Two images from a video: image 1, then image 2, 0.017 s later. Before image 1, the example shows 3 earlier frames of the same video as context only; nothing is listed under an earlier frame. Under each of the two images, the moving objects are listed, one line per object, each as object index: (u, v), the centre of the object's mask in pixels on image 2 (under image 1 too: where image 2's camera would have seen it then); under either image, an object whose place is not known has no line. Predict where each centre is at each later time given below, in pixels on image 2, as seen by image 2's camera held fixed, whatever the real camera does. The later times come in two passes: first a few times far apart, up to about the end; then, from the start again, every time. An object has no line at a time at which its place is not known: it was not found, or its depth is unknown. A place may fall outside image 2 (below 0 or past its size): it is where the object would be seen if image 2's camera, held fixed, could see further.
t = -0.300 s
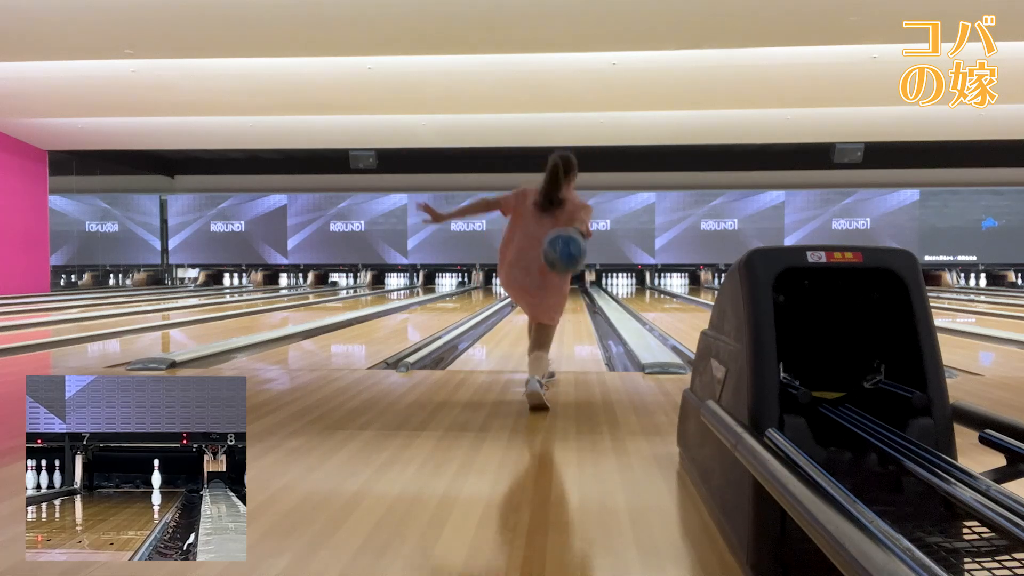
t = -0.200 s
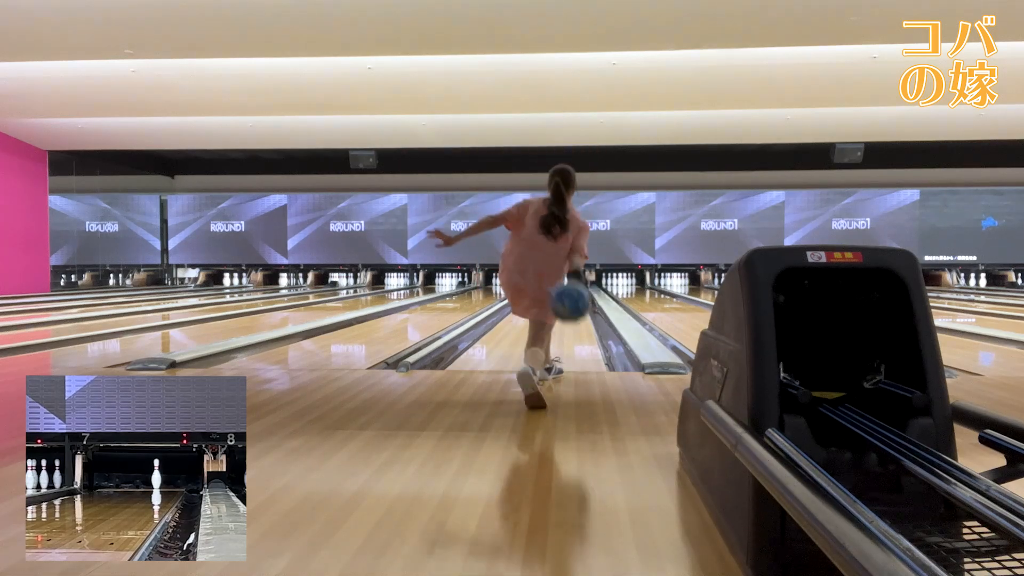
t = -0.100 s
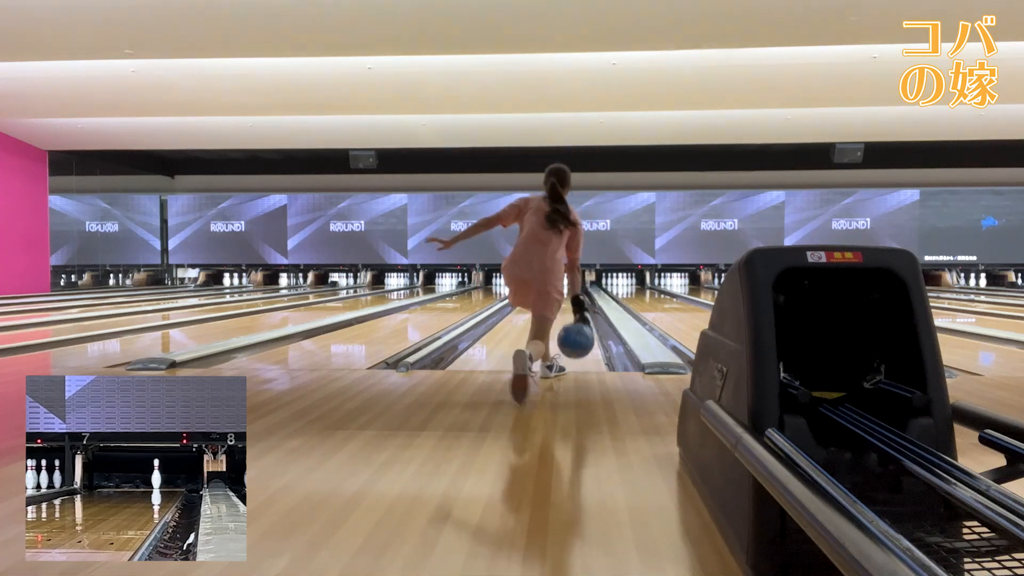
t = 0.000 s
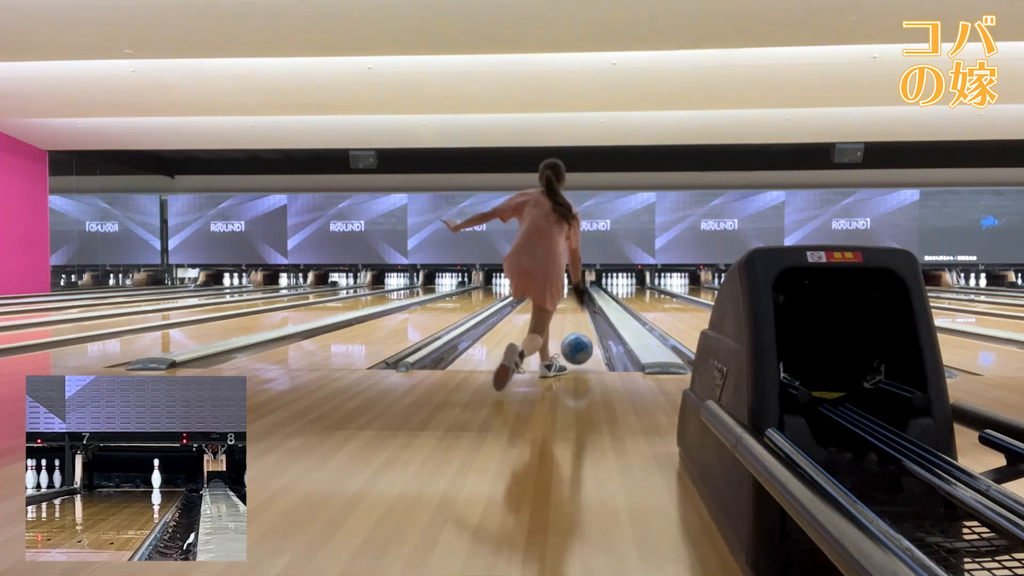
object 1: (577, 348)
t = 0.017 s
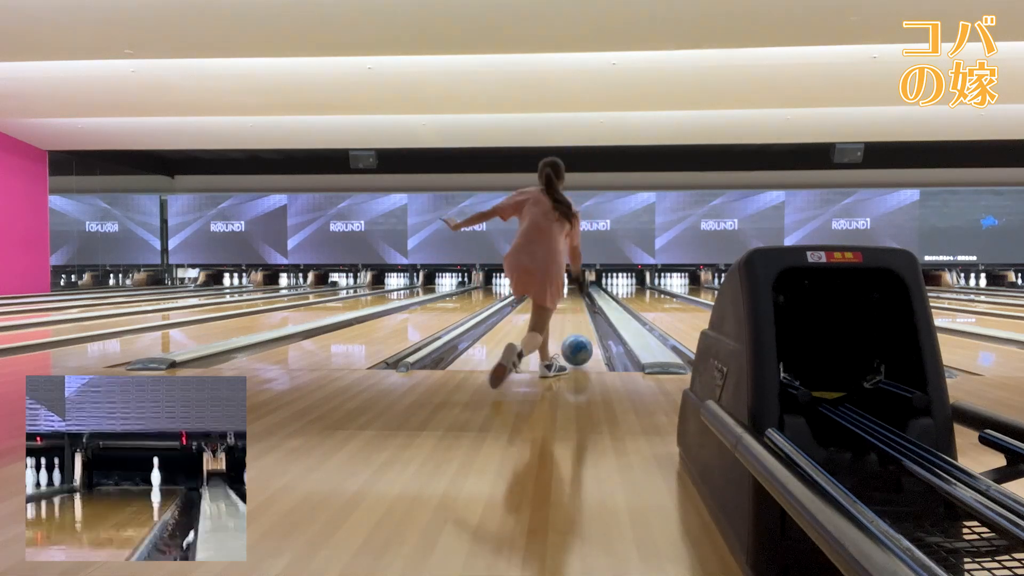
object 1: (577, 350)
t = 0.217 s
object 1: (577, 333)
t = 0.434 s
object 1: (576, 321)
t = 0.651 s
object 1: (576, 311)
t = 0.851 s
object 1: (575, 306)
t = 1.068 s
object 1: (575, 301)
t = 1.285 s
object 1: (574, 297)
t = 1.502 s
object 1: (573, 294)
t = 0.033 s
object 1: (577, 349)
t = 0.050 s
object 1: (577, 347)
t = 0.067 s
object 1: (577, 344)
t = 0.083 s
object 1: (577, 343)
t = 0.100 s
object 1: (577, 342)
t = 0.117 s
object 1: (577, 341)
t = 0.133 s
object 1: (577, 340)
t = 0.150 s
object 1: (577, 338)
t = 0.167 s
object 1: (577, 337)
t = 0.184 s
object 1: (577, 336)
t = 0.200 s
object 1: (577, 334)
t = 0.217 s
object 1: (577, 333)
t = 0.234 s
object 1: (576, 332)
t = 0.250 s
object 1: (576, 331)
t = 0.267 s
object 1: (576, 330)
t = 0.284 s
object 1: (576, 329)
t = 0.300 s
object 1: (576, 328)
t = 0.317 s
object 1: (576, 327)
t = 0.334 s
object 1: (576, 326)
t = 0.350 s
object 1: (576, 325)
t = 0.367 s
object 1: (576, 324)
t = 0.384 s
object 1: (576, 323)
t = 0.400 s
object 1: (576, 322)
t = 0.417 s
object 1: (576, 321)
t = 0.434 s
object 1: (576, 321)
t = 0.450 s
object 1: (576, 320)
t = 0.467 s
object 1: (576, 319)
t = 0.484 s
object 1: (576, 318)
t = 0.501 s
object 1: (576, 318)
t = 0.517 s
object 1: (576, 317)
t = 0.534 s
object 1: (576, 316)
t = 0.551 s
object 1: (576, 315)
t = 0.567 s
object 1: (576, 314)
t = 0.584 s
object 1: (576, 314)
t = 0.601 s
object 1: (576, 313)
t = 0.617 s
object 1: (576, 313)
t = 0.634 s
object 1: (576, 312)
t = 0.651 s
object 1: (576, 311)
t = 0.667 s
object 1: (576, 311)
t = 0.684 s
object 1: (576, 310)
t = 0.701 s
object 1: (576, 310)
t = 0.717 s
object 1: (576, 309)
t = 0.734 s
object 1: (576, 309)
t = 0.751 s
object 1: (575, 308)
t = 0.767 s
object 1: (575, 308)
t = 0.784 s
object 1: (575, 307)
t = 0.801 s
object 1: (575, 307)
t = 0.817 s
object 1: (575, 306)
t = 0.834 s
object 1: (575, 306)
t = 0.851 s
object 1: (575, 306)
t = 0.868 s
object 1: (575, 305)
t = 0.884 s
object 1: (575, 305)
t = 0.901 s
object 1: (575, 304)
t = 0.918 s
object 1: (575, 304)
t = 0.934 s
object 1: (575, 304)
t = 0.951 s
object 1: (575, 303)
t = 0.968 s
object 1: (575, 303)
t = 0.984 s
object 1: (575, 302)
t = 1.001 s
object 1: (575, 302)
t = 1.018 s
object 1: (575, 302)
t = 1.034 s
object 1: (575, 302)
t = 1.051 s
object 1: (575, 301)
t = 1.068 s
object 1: (575, 301)
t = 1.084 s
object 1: (575, 300)
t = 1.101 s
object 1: (574, 300)
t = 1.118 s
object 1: (574, 300)
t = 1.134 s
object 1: (574, 299)
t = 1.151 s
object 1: (574, 299)
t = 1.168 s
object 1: (574, 299)
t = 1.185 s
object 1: (574, 298)
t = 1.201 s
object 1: (574, 298)
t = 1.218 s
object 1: (574, 298)
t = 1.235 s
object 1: (574, 298)
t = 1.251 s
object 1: (574, 297)
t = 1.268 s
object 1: (574, 297)
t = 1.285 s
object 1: (574, 297)
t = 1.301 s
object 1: (573, 297)
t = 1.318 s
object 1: (573, 296)
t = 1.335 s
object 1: (574, 296)
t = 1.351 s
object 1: (574, 296)
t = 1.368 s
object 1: (573, 296)
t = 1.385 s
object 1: (573, 296)
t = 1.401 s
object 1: (573, 295)
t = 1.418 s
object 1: (573, 295)
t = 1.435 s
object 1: (573, 295)
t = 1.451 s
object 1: (573, 295)
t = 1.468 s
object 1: (573, 294)
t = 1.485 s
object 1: (573, 294)
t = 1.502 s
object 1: (573, 294)
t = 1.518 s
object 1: (572, 294)
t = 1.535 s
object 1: (572, 294)
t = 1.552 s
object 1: (572, 293)
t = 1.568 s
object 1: (572, 293)
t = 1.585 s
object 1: (572, 293)
